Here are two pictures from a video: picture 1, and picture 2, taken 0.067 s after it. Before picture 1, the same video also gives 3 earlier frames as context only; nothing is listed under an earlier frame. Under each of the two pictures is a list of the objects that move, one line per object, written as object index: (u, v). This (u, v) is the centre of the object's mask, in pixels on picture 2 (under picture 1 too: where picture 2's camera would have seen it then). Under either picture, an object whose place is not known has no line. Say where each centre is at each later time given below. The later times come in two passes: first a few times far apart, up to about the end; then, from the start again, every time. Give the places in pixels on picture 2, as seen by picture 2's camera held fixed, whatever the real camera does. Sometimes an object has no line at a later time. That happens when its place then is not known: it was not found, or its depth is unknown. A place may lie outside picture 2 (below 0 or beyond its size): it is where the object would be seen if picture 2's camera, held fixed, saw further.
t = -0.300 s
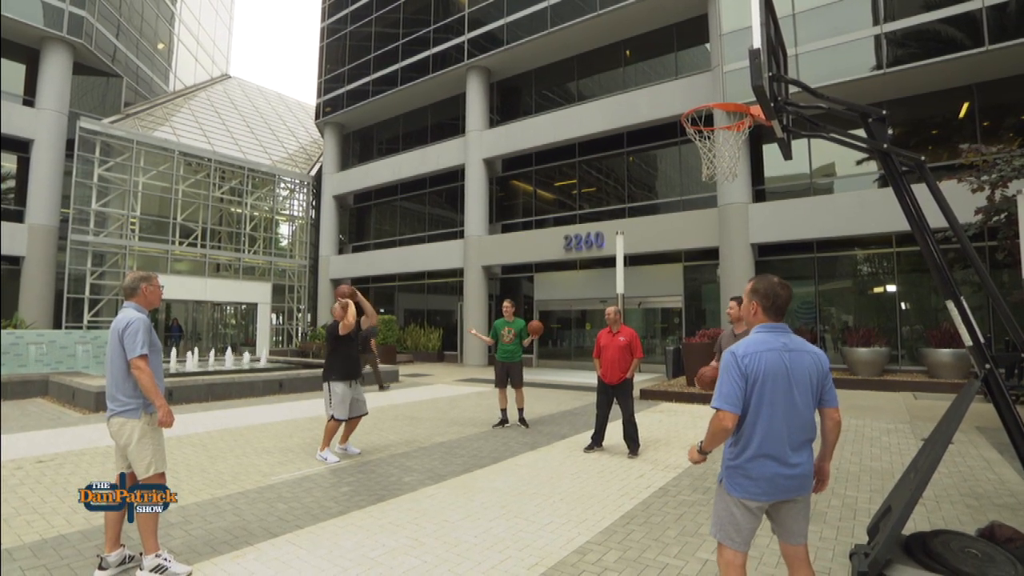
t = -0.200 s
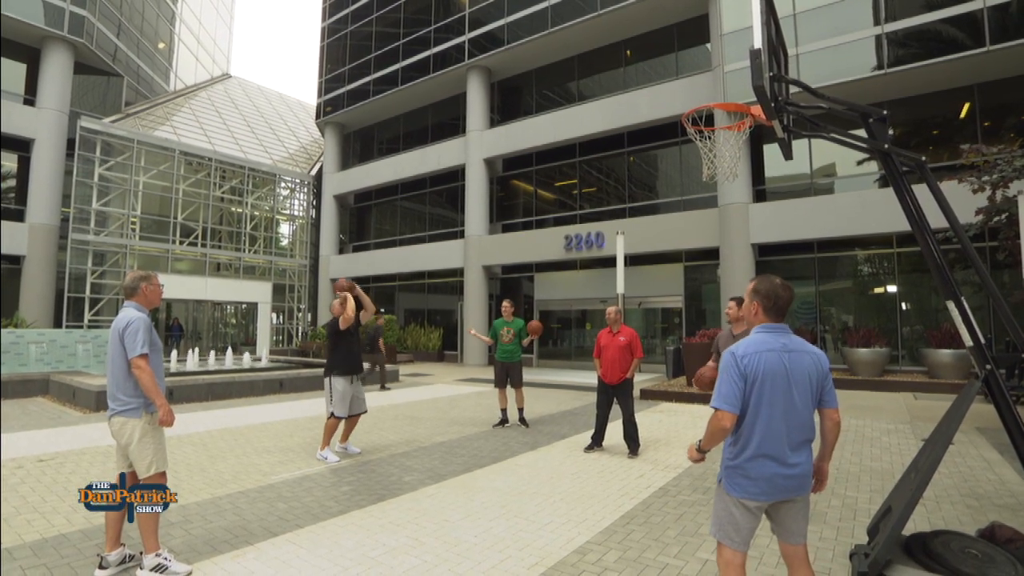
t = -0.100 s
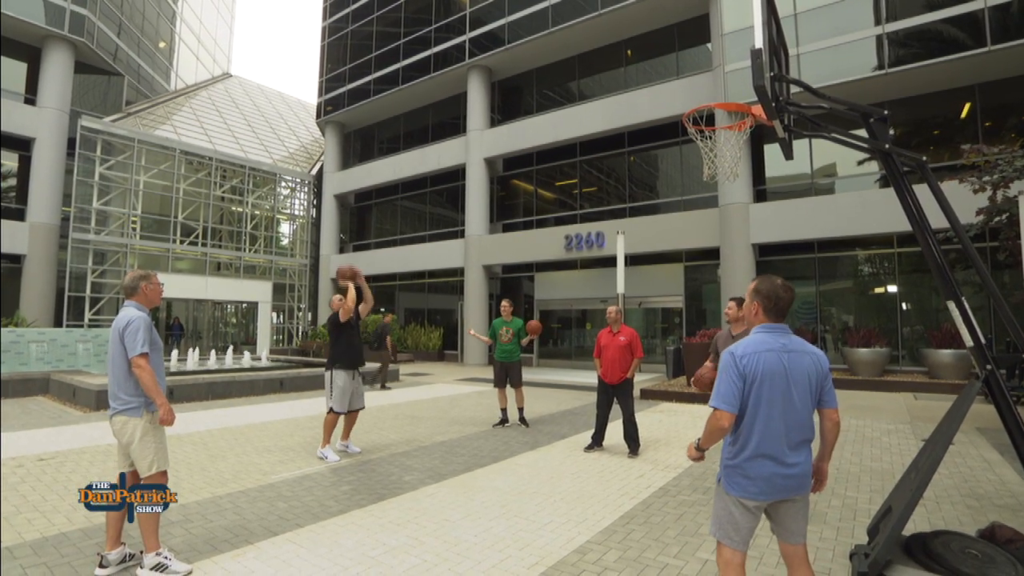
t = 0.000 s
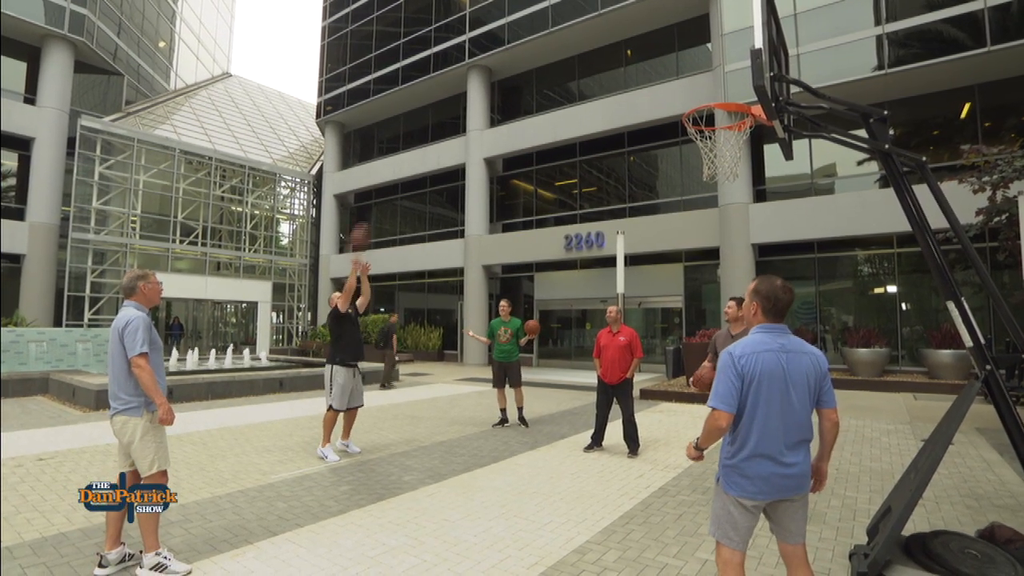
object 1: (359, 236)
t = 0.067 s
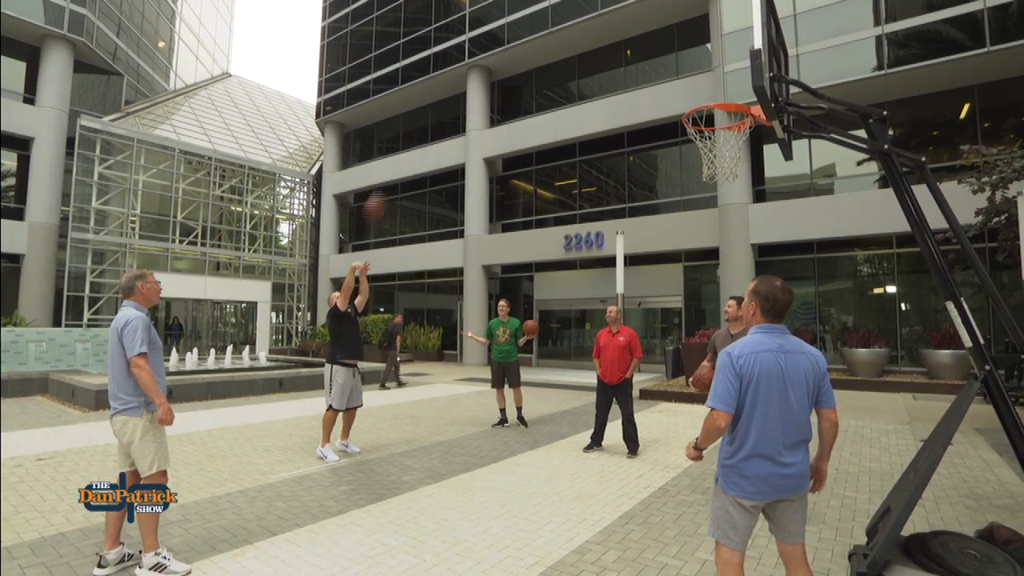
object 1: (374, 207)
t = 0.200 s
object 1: (410, 150)
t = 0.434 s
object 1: (477, 79)
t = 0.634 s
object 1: (545, 50)
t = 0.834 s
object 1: (629, 59)
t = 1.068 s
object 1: (738, 130)
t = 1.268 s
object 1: (736, 160)
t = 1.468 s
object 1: (717, 213)
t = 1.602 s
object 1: (704, 274)
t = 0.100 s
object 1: (383, 192)
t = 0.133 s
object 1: (393, 178)
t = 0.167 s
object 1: (401, 164)
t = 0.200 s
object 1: (410, 150)
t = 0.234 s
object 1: (418, 138)
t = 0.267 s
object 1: (427, 127)
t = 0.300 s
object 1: (436, 116)
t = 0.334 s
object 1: (446, 106)
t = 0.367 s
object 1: (456, 97)
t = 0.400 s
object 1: (466, 88)
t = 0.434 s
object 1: (477, 79)
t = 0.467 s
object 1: (487, 73)
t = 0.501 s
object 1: (499, 65)
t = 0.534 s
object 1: (510, 61)
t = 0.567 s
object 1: (521, 56)
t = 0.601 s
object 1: (533, 53)
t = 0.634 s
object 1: (545, 50)
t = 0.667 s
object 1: (557, 49)
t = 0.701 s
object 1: (571, 49)
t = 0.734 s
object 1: (585, 50)
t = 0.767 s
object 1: (599, 53)
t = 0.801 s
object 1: (612, 55)
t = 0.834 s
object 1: (629, 59)
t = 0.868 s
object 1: (645, 67)
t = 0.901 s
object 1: (663, 76)
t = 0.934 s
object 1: (681, 86)
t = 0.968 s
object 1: (697, 94)
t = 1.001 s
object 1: (713, 110)
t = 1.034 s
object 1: (729, 123)
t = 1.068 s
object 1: (738, 130)
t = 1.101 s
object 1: (745, 138)
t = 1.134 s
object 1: (748, 143)
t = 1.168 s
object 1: (746, 146)
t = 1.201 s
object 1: (741, 152)
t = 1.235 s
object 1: (739, 156)
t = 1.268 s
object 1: (736, 160)
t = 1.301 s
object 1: (733, 166)
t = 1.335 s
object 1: (730, 173)
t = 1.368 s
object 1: (726, 181)
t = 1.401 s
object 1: (723, 190)
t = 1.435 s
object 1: (720, 202)
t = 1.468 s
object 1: (717, 213)
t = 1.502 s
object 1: (713, 227)
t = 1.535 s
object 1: (711, 241)
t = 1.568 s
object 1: (708, 258)
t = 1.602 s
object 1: (704, 274)
